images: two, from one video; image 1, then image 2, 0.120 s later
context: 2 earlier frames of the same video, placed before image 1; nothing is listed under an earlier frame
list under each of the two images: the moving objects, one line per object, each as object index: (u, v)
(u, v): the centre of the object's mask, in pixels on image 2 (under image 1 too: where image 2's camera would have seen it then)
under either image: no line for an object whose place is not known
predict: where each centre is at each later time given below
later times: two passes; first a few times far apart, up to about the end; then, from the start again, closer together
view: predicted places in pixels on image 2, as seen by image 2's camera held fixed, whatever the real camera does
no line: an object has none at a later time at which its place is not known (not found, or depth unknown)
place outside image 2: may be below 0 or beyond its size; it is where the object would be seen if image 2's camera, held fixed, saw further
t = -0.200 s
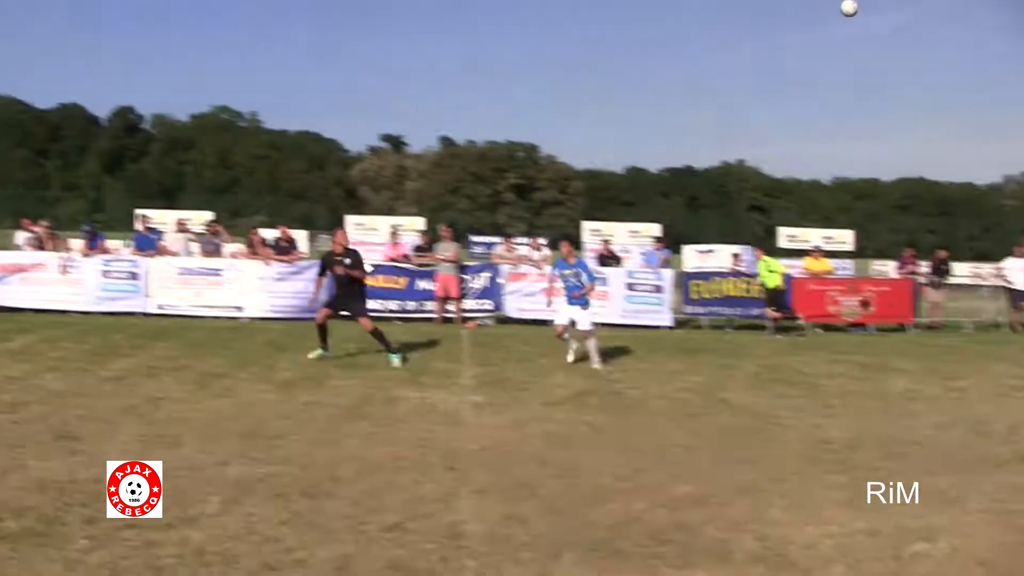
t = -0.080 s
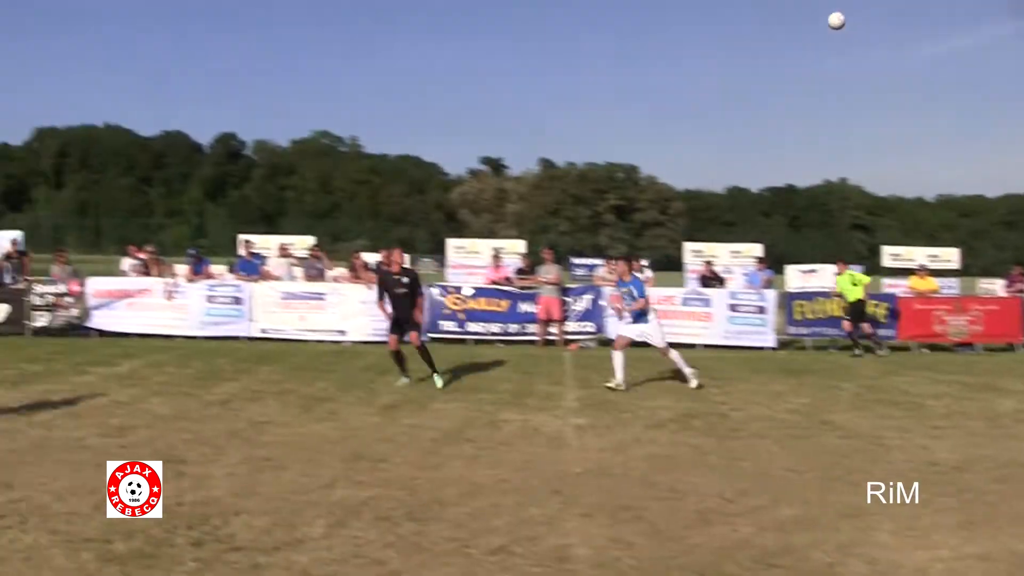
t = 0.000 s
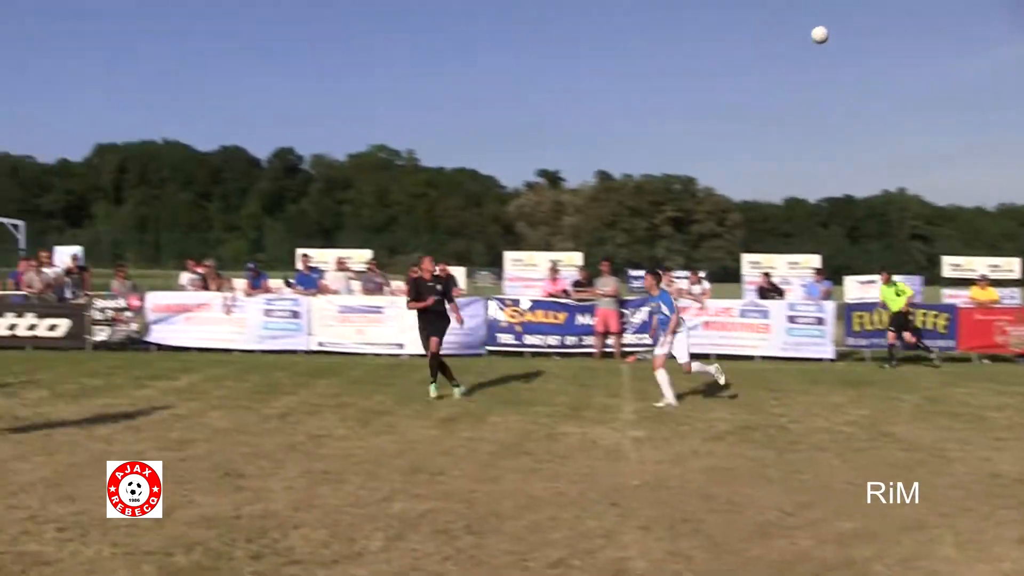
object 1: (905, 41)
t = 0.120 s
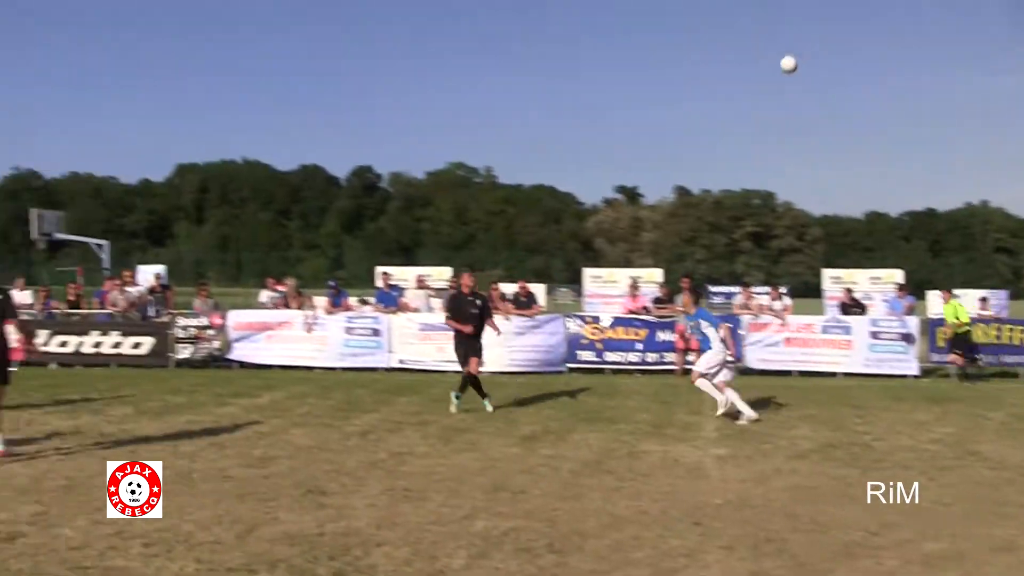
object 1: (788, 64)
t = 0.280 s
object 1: (648, 105)
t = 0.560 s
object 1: (439, 205)
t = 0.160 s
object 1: (751, 72)
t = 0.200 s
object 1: (715, 81)
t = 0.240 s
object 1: (682, 93)
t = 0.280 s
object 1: (648, 105)
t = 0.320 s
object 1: (615, 116)
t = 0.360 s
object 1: (583, 129)
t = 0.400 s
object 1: (554, 142)
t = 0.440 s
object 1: (524, 157)
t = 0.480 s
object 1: (495, 172)
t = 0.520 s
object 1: (467, 188)
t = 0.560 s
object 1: (439, 205)
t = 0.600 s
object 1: (411, 222)
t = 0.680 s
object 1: (358, 260)
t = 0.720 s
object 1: (332, 280)
